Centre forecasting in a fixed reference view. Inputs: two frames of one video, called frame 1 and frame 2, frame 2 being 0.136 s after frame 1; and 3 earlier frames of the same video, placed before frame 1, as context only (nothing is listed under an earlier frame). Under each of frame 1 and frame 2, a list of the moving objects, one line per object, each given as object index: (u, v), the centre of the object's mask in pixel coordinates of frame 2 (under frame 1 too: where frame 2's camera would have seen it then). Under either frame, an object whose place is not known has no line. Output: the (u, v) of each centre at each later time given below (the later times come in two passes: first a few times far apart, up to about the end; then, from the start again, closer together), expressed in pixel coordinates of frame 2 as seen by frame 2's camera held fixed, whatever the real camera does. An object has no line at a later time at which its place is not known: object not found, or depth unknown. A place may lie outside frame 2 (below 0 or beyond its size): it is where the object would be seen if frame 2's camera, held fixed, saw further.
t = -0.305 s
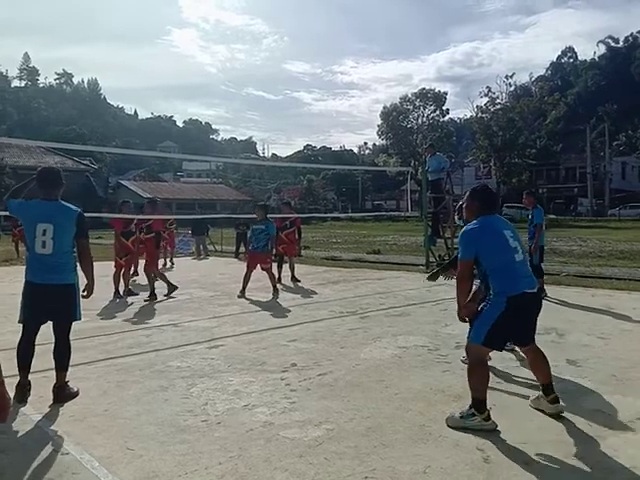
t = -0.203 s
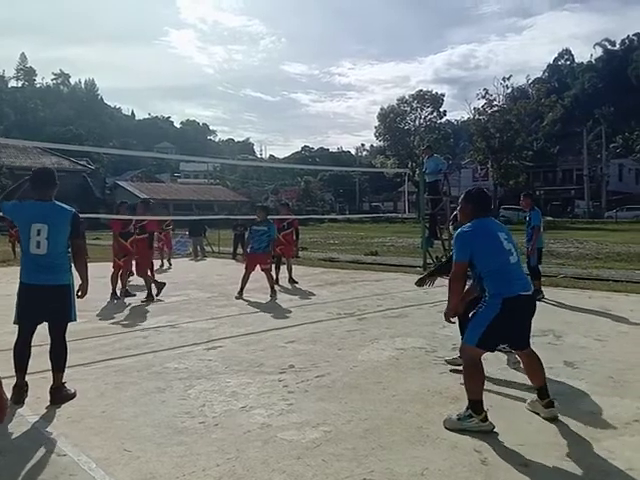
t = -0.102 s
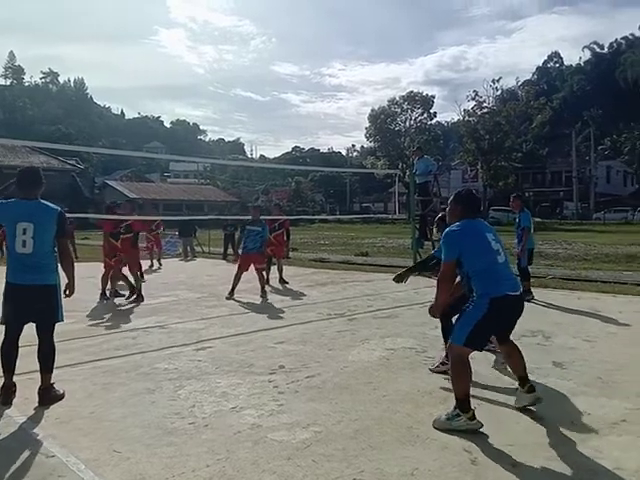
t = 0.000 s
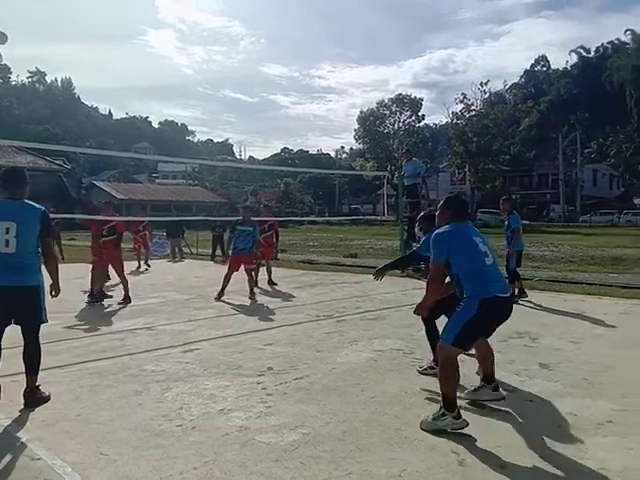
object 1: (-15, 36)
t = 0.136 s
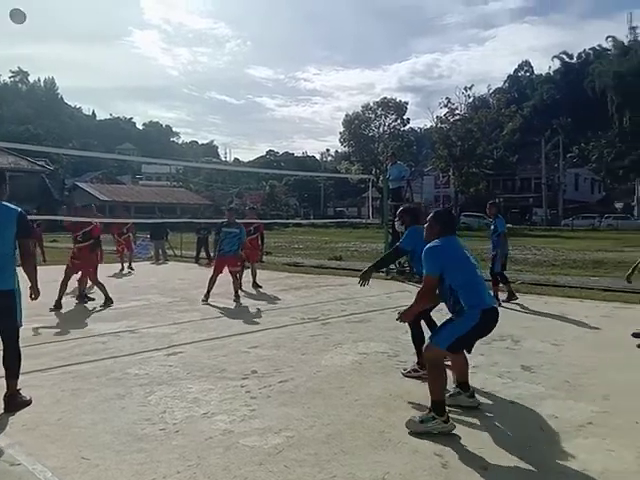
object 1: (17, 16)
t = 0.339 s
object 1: (86, 4)
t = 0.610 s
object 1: (228, 48)
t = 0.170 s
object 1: (27, 12)
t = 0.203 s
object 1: (38, 9)
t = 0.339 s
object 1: (86, 4)
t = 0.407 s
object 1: (115, 7)
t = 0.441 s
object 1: (131, 10)
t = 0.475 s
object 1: (147, 15)
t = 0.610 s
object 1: (228, 48)
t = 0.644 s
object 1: (252, 62)
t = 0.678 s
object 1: (278, 78)
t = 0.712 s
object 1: (307, 97)
